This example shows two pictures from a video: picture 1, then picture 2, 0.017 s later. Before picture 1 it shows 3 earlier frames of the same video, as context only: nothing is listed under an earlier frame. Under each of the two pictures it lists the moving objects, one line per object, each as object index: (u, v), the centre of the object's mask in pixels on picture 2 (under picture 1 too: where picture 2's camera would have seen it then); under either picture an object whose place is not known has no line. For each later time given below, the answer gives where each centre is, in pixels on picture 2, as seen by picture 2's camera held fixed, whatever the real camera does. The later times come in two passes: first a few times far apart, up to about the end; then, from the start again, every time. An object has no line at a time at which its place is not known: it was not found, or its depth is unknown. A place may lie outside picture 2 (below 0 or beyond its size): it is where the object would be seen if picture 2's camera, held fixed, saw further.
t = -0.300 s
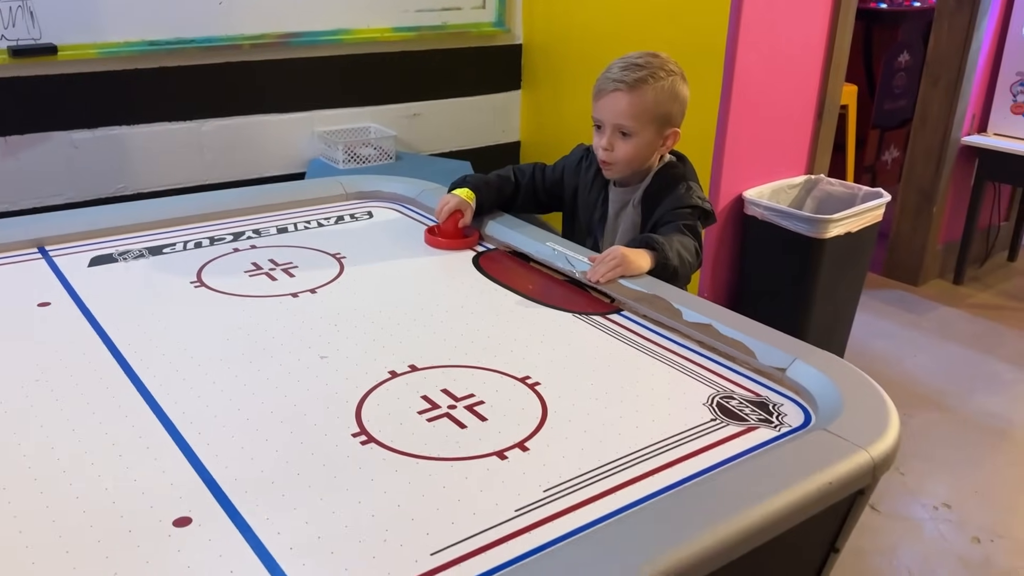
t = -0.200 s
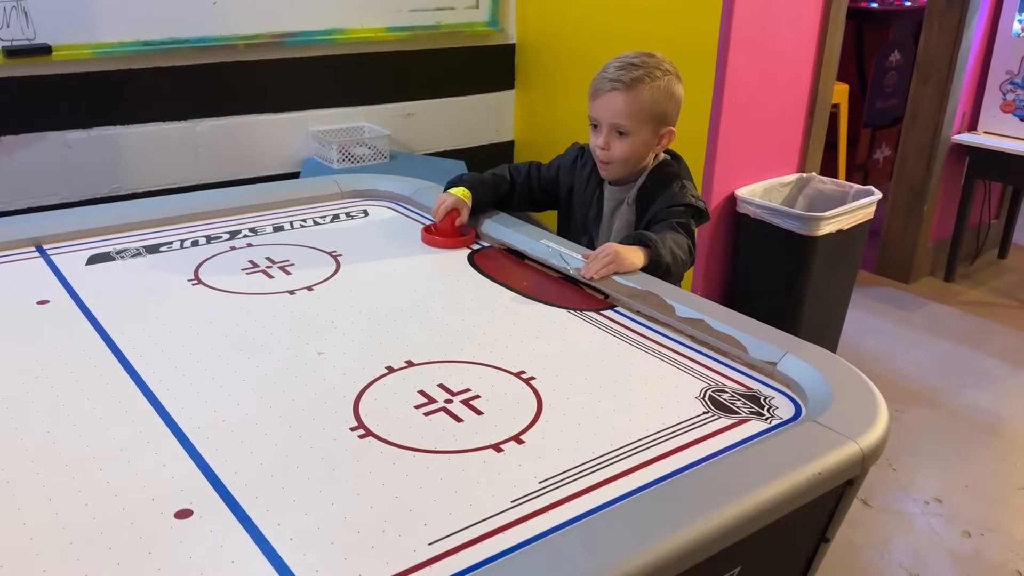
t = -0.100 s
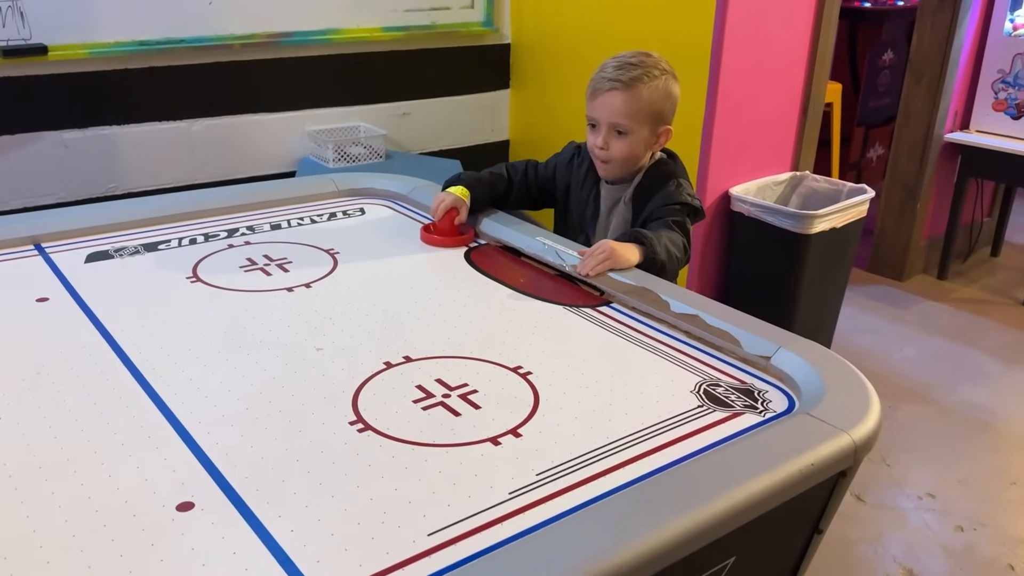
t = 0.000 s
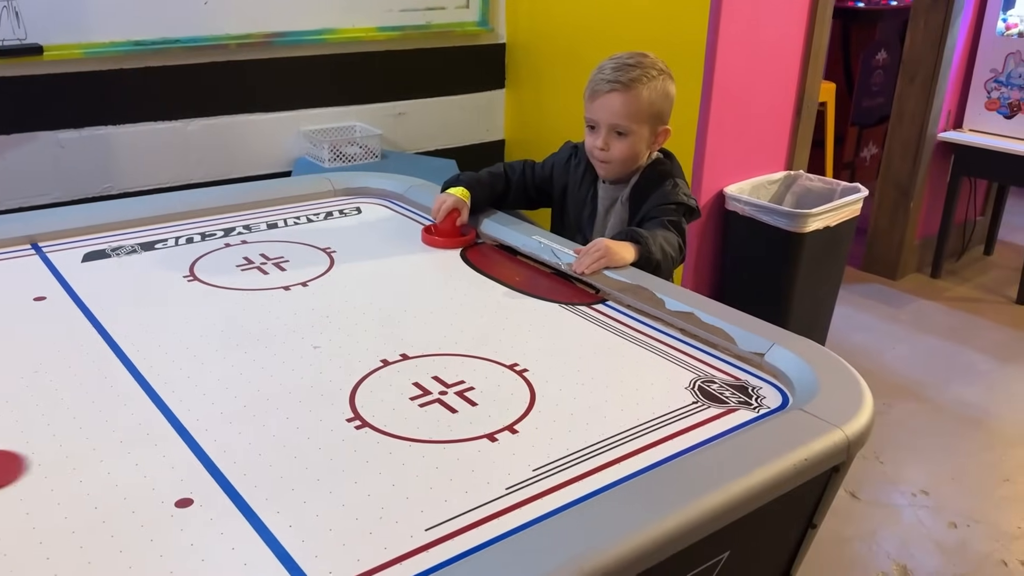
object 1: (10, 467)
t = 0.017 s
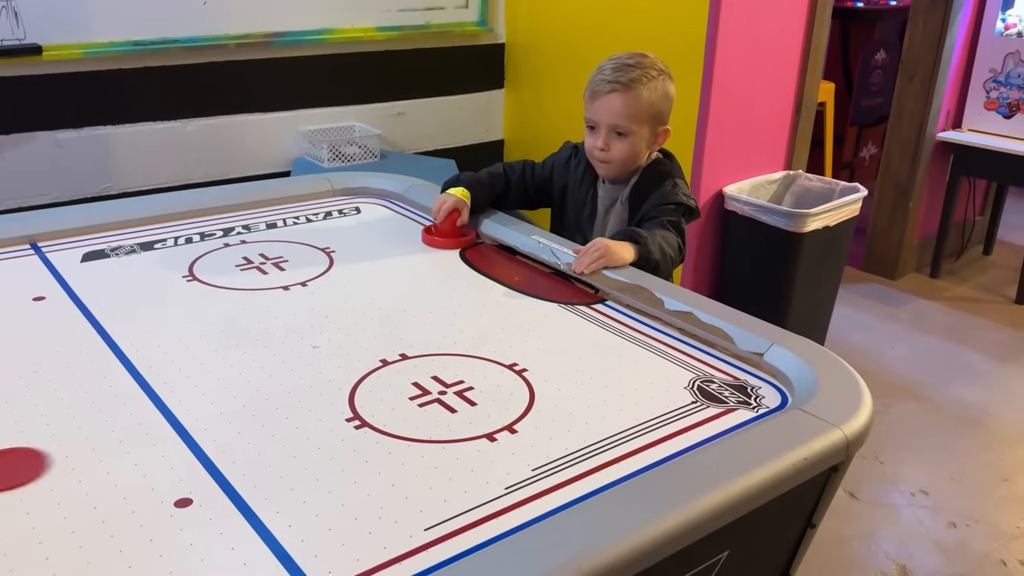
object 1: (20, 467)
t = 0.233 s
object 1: (294, 430)
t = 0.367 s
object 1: (450, 405)
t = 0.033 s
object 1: (33, 466)
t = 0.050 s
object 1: (53, 463)
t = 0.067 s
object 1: (76, 460)
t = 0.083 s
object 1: (99, 457)
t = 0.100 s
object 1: (121, 454)
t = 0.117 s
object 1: (144, 451)
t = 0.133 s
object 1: (166, 448)
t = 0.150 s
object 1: (188, 445)
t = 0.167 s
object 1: (210, 442)
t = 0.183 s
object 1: (231, 439)
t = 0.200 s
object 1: (253, 436)
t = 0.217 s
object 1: (274, 433)
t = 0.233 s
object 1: (294, 430)
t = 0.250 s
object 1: (315, 427)
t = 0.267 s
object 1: (335, 423)
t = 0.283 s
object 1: (355, 420)
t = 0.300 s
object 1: (375, 417)
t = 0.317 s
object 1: (394, 414)
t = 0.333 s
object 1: (413, 411)
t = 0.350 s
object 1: (432, 408)
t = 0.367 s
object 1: (450, 405)
